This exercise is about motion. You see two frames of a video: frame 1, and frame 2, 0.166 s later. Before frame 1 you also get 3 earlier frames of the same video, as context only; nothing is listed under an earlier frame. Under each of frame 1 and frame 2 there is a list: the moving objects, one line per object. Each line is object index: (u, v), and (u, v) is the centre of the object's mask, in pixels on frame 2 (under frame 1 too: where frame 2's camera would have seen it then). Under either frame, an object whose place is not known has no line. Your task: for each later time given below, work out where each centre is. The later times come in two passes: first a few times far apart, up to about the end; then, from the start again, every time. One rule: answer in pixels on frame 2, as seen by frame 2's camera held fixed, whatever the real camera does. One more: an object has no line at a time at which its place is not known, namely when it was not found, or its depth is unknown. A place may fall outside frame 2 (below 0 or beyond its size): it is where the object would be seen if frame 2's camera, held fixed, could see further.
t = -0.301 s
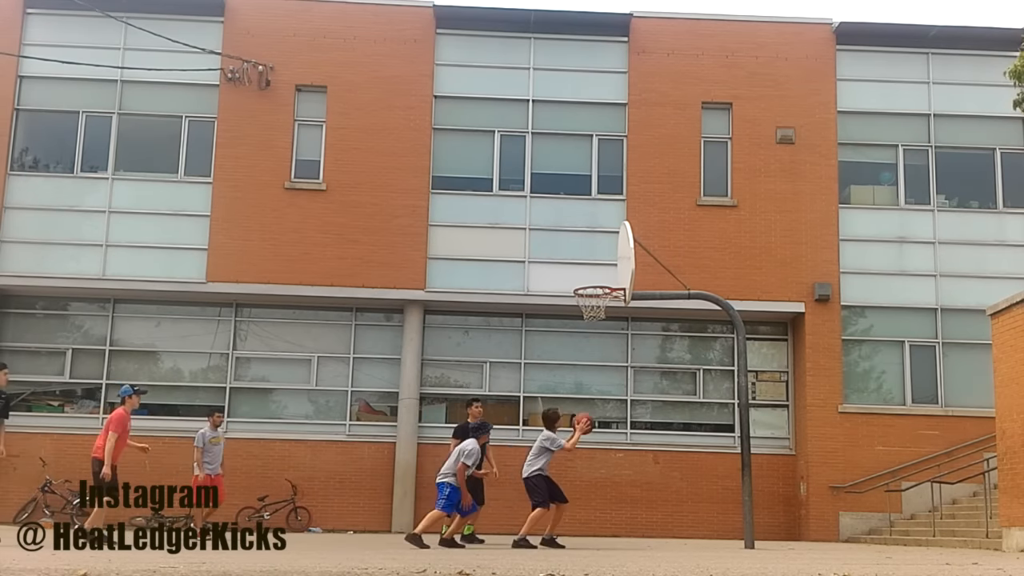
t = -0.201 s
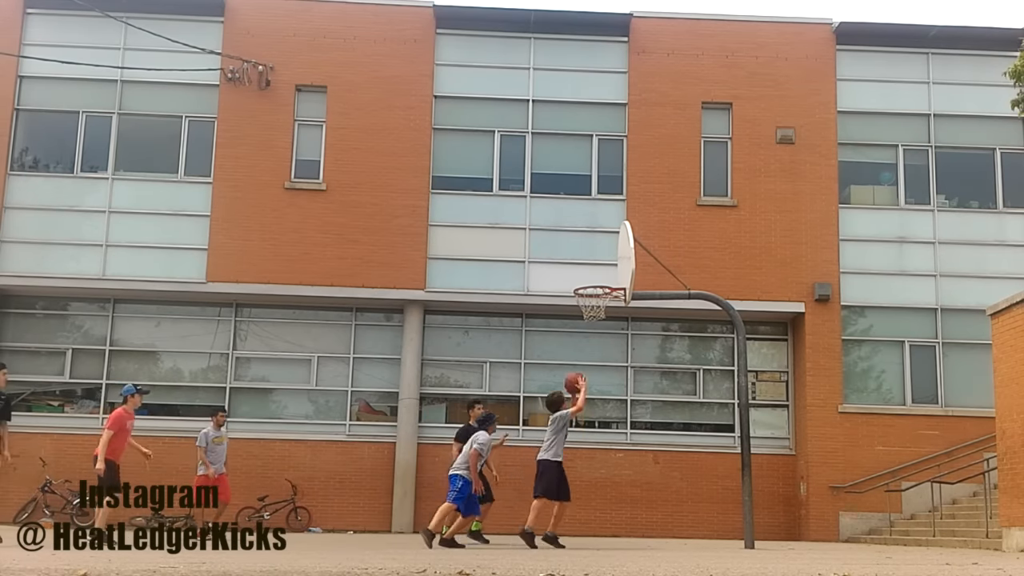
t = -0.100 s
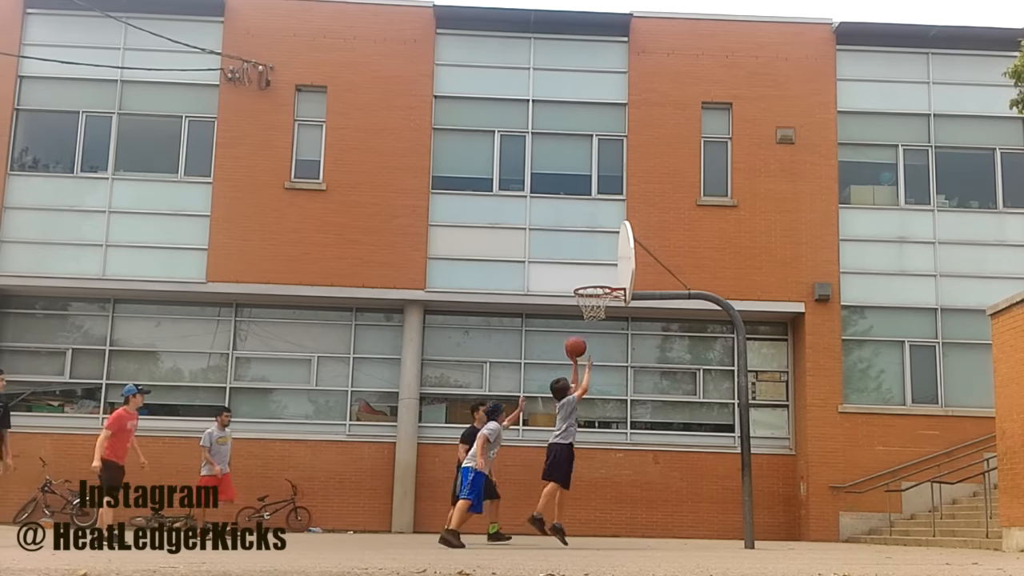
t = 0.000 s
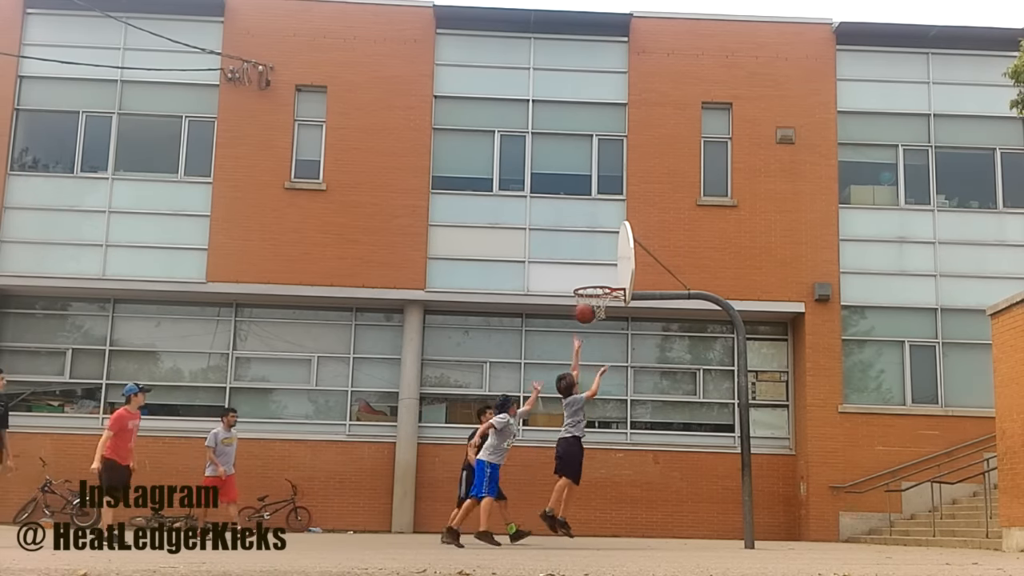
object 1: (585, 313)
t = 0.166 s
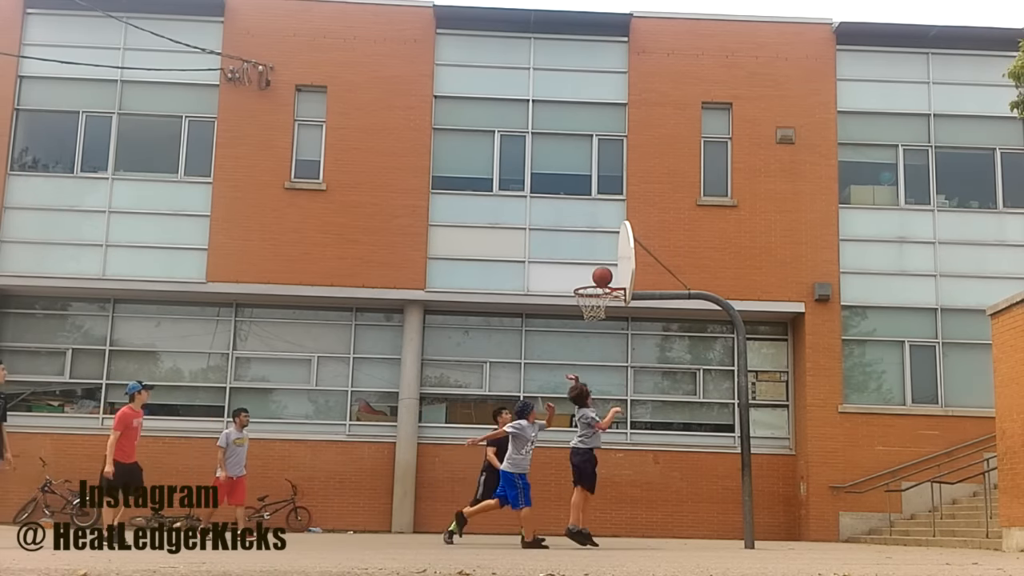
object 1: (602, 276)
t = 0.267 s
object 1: (613, 266)
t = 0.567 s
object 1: (591, 296)
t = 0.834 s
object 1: (586, 320)
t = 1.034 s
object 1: (591, 358)
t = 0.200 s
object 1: (606, 272)
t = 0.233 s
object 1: (609, 268)
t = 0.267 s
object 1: (613, 266)
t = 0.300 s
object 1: (618, 264)
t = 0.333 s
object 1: (617, 264)
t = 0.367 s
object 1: (612, 265)
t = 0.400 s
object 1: (608, 269)
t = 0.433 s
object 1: (604, 272)
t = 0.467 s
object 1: (601, 276)
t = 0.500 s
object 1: (597, 282)
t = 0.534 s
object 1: (594, 288)
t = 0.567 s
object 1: (591, 296)
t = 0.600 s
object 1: (587, 300)
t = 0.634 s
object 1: (585, 309)
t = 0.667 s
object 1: (584, 314)
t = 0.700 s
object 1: (583, 313)
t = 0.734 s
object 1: (584, 314)
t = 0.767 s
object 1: (584, 315)
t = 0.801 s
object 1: (585, 317)
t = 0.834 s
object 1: (586, 320)
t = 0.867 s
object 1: (587, 323)
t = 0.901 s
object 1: (588, 329)
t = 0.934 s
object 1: (588, 335)
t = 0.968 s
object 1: (589, 342)
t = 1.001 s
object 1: (590, 349)
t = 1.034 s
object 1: (591, 358)
